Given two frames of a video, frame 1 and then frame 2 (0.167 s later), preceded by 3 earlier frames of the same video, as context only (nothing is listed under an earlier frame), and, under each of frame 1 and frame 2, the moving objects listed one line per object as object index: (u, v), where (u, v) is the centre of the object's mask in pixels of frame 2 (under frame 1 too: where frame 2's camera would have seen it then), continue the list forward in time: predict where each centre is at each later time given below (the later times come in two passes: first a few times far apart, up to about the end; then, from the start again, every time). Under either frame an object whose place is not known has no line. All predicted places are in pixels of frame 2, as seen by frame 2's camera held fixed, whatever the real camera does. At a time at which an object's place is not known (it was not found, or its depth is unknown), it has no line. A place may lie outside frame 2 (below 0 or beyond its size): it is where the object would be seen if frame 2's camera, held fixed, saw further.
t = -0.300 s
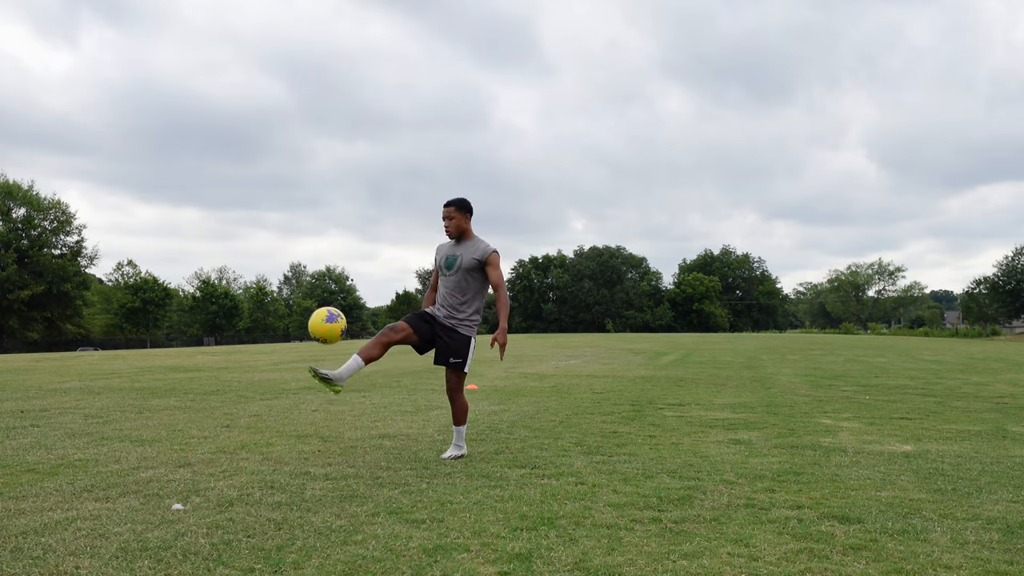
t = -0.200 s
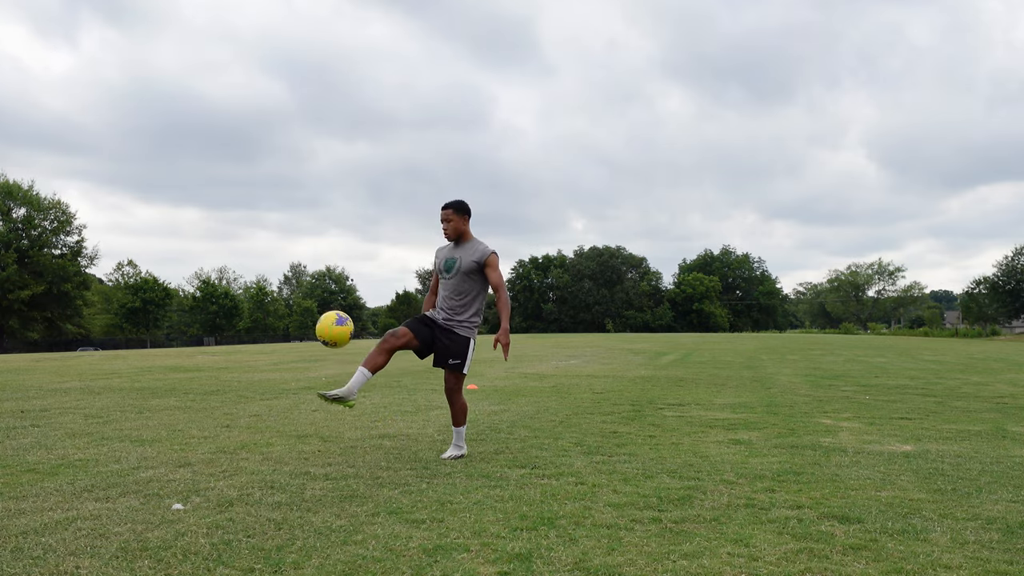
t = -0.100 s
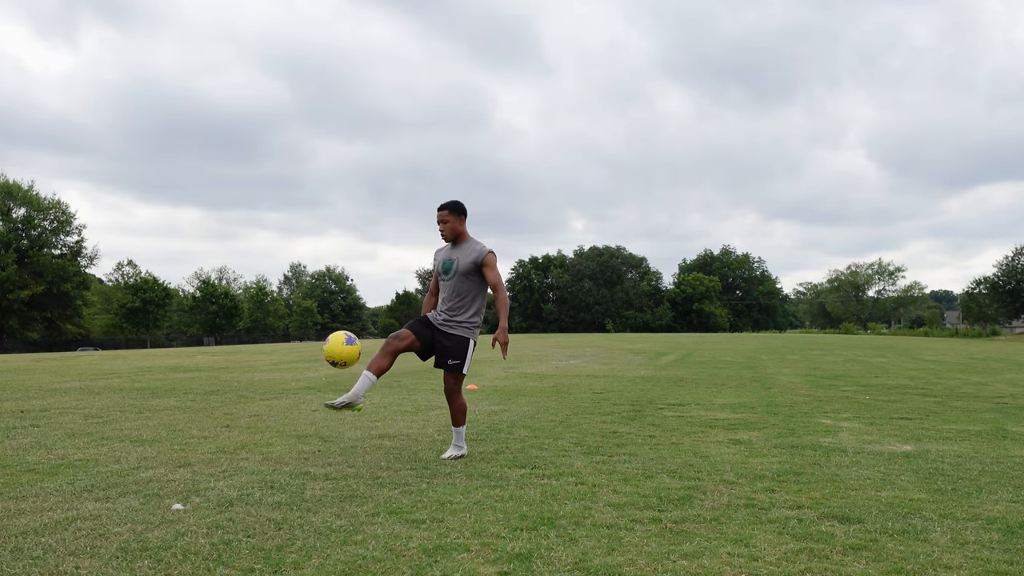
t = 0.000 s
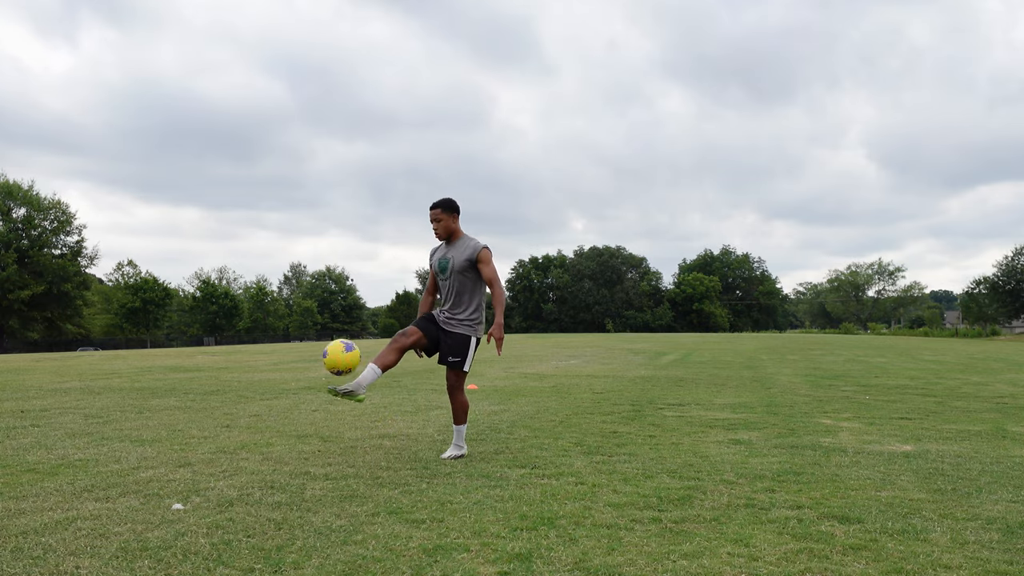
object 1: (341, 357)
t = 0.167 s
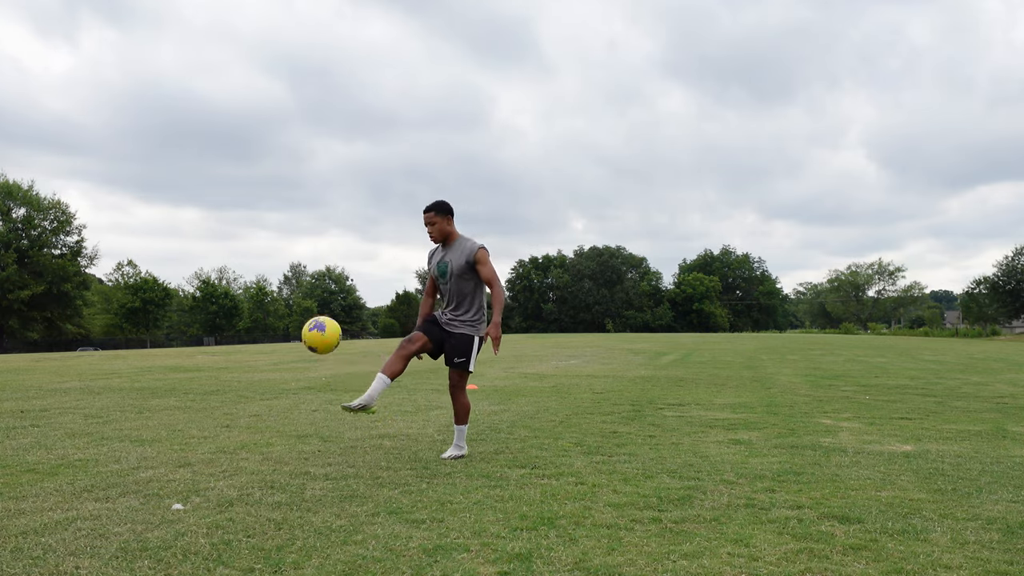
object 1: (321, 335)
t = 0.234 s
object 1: (313, 338)
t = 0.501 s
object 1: (277, 435)
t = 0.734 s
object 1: (249, 410)
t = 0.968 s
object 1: (222, 438)
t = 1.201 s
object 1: (195, 446)
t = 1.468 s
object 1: (159, 468)
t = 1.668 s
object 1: (129, 478)
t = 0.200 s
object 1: (317, 336)
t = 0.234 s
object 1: (313, 338)
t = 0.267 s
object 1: (309, 343)
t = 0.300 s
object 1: (305, 350)
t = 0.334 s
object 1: (300, 358)
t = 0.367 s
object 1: (296, 369)
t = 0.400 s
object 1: (291, 382)
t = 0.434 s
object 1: (286, 397)
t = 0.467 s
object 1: (282, 415)
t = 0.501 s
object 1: (277, 435)
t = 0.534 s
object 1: (271, 457)
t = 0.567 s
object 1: (268, 451)
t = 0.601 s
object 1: (264, 439)
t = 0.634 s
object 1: (260, 429)
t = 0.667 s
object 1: (256, 421)
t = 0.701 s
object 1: (253, 415)
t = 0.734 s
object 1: (249, 410)
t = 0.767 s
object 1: (245, 408)
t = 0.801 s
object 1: (241, 407)
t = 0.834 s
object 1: (237, 409)
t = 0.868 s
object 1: (234, 413)
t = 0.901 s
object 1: (229, 419)
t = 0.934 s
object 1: (226, 427)
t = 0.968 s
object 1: (222, 438)
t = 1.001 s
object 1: (218, 450)
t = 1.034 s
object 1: (215, 465)
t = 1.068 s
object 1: (211, 462)
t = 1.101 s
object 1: (207, 455)
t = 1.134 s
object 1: (203, 450)
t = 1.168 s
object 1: (199, 447)
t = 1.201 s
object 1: (195, 446)
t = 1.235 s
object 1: (191, 447)
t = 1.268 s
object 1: (187, 451)
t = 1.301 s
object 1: (182, 456)
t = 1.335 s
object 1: (178, 465)
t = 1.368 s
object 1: (174, 471)
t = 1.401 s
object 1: (169, 468)
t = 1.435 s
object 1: (164, 466)
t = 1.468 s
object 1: (159, 468)
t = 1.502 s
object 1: (154, 471)
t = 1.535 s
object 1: (149, 474)
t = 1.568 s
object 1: (144, 474)
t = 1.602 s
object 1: (139, 475)
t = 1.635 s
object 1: (134, 477)
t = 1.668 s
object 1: (129, 478)
